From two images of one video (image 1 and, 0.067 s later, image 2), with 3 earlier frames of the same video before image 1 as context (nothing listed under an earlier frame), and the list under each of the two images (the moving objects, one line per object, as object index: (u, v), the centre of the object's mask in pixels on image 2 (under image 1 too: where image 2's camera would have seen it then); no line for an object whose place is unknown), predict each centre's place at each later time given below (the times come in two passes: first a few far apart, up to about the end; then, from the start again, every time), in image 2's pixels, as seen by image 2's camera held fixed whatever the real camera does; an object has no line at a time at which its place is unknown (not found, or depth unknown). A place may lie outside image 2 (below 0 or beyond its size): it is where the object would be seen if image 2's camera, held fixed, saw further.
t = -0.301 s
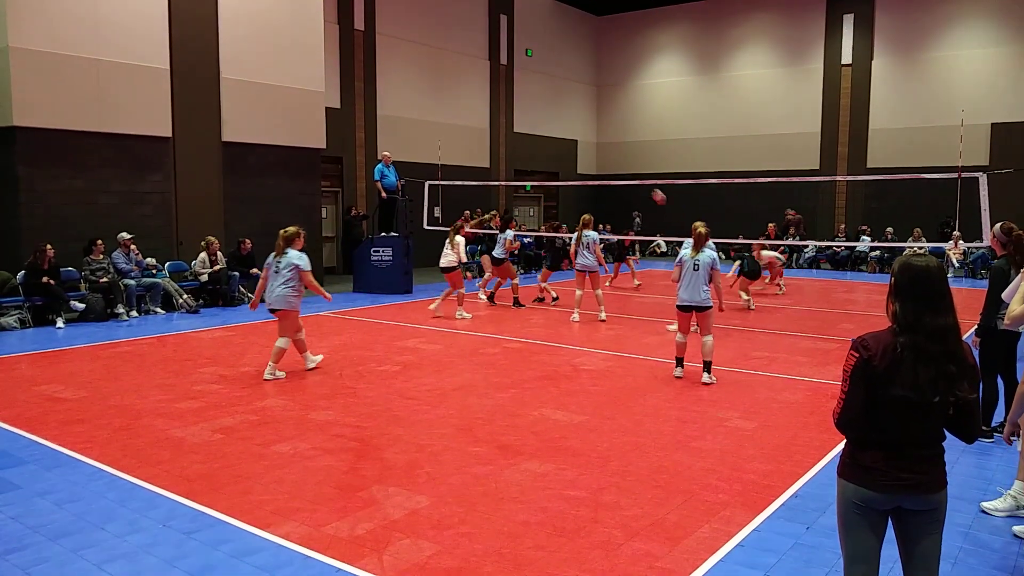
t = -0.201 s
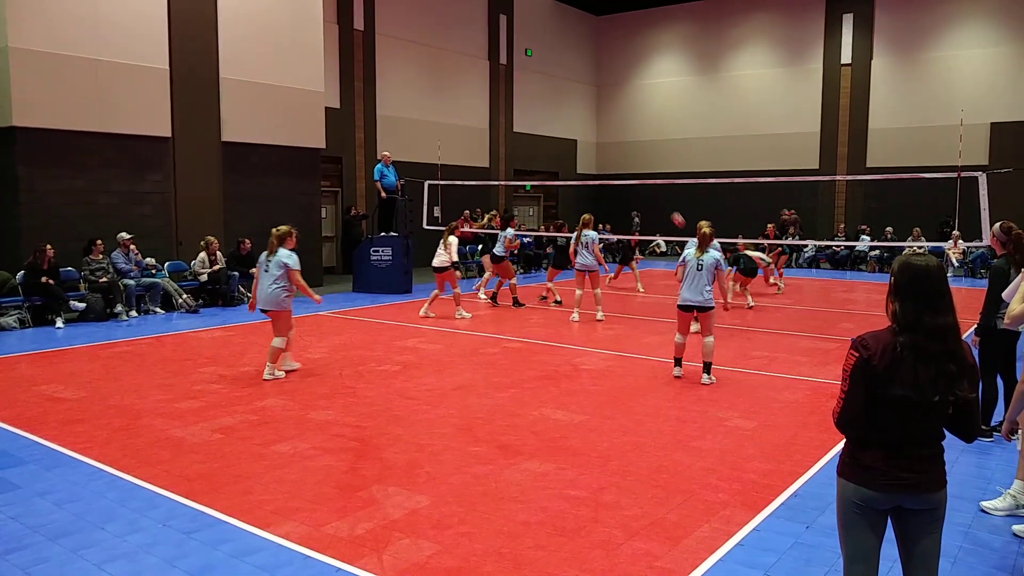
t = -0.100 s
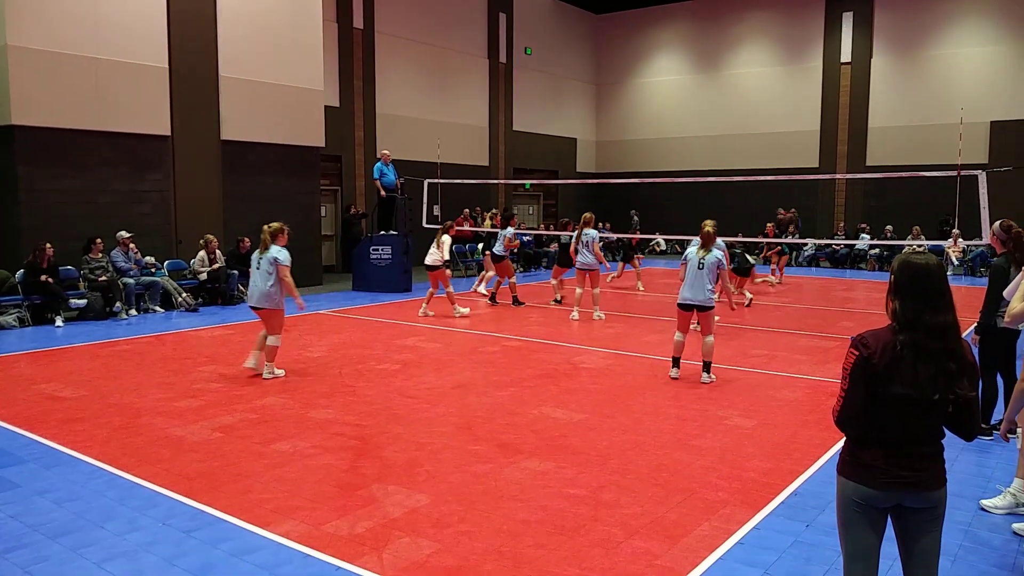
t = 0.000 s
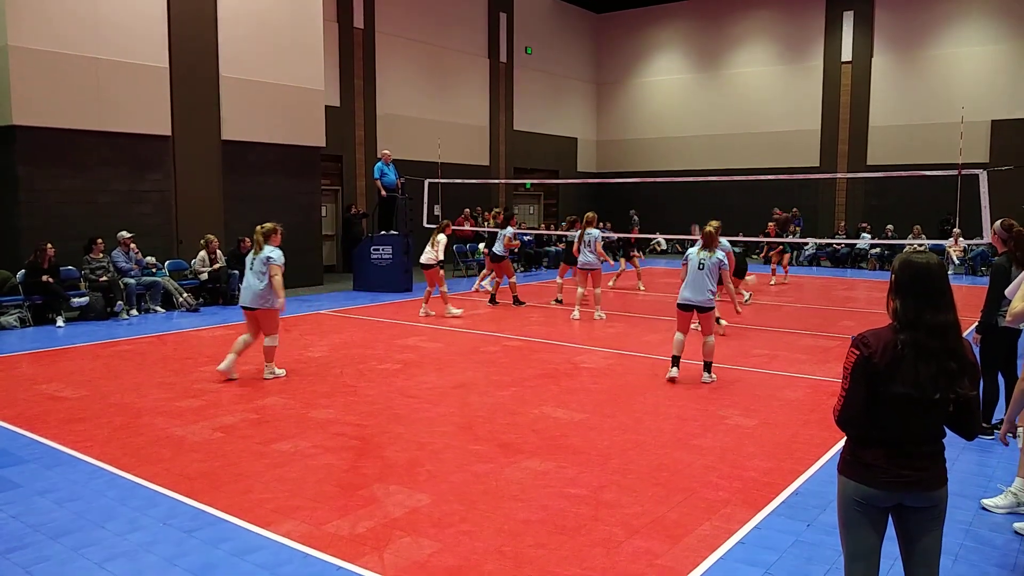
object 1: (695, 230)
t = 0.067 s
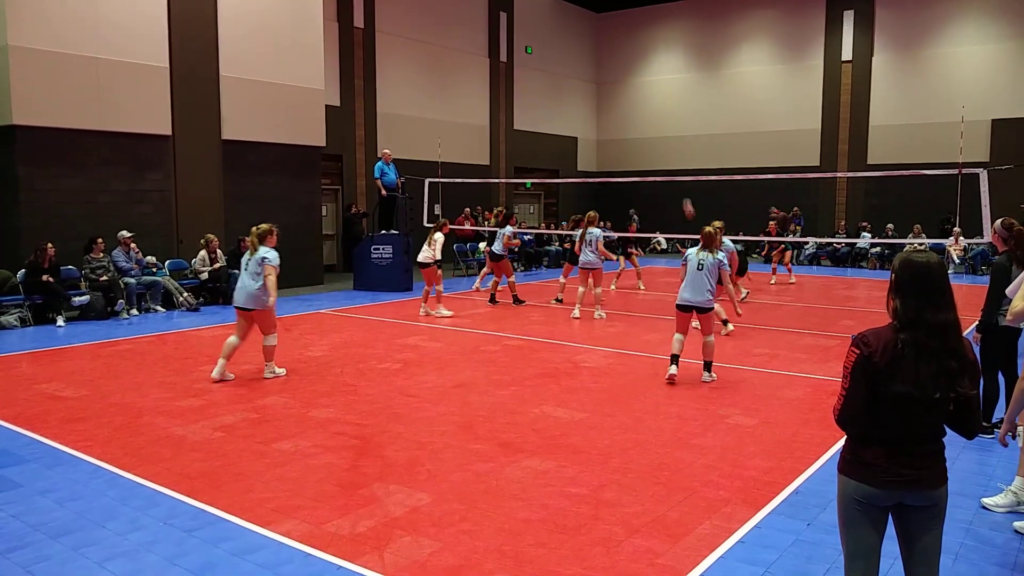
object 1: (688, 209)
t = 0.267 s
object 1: (662, 143)
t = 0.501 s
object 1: (633, 88)
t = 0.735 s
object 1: (603, 59)
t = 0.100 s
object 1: (684, 196)
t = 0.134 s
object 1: (680, 186)
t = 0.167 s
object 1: (676, 172)
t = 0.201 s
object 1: (672, 162)
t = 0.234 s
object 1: (667, 152)
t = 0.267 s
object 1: (662, 143)
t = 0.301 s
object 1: (658, 134)
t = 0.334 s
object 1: (654, 125)
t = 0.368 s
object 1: (651, 117)
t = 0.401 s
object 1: (646, 109)
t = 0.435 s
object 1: (642, 101)
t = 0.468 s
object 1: (637, 95)
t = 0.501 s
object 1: (633, 88)
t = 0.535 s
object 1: (629, 82)
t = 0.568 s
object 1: (625, 77)
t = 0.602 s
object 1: (621, 72)
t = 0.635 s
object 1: (616, 69)
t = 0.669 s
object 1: (612, 65)
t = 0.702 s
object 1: (607, 61)
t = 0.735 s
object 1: (603, 59)
